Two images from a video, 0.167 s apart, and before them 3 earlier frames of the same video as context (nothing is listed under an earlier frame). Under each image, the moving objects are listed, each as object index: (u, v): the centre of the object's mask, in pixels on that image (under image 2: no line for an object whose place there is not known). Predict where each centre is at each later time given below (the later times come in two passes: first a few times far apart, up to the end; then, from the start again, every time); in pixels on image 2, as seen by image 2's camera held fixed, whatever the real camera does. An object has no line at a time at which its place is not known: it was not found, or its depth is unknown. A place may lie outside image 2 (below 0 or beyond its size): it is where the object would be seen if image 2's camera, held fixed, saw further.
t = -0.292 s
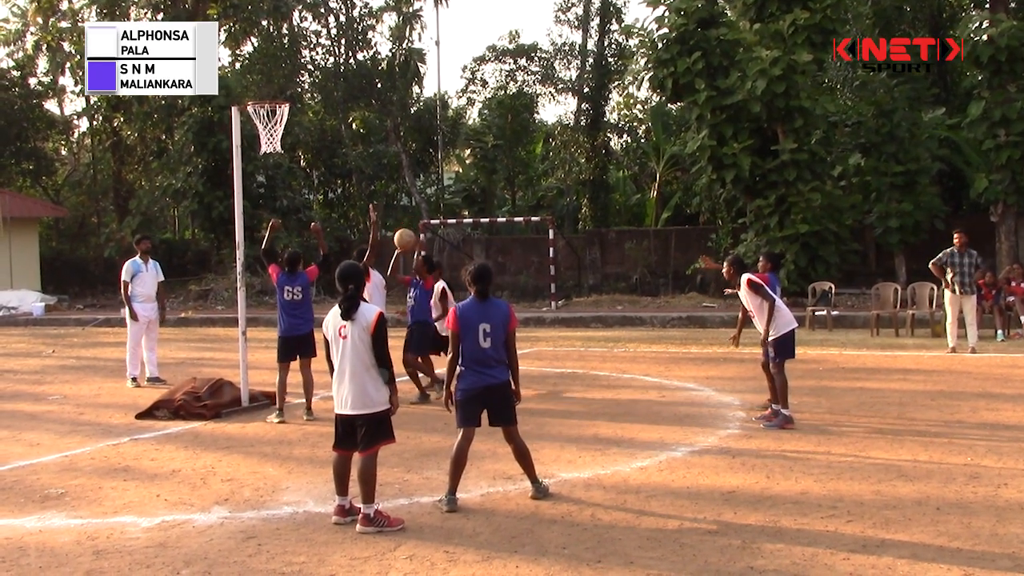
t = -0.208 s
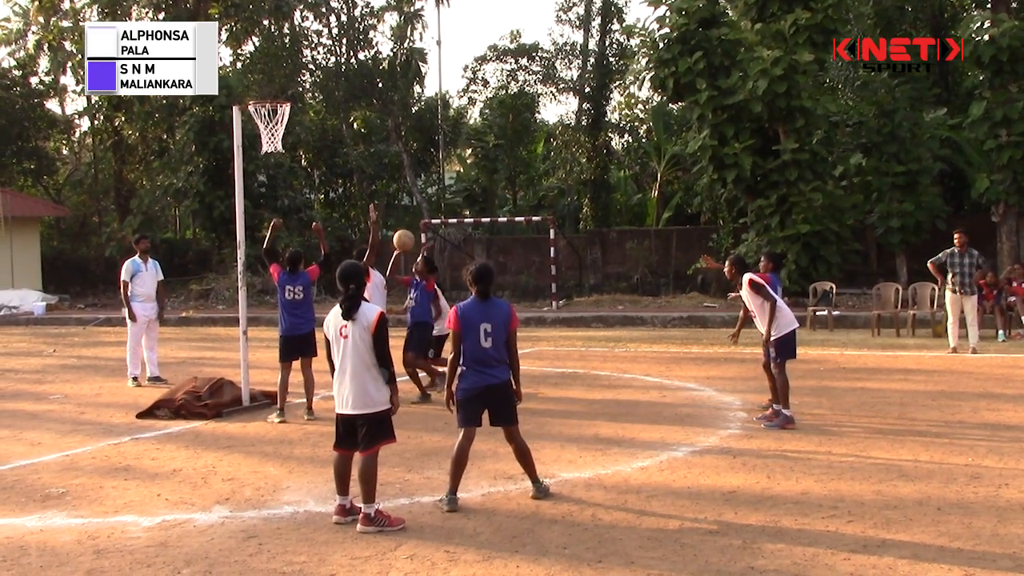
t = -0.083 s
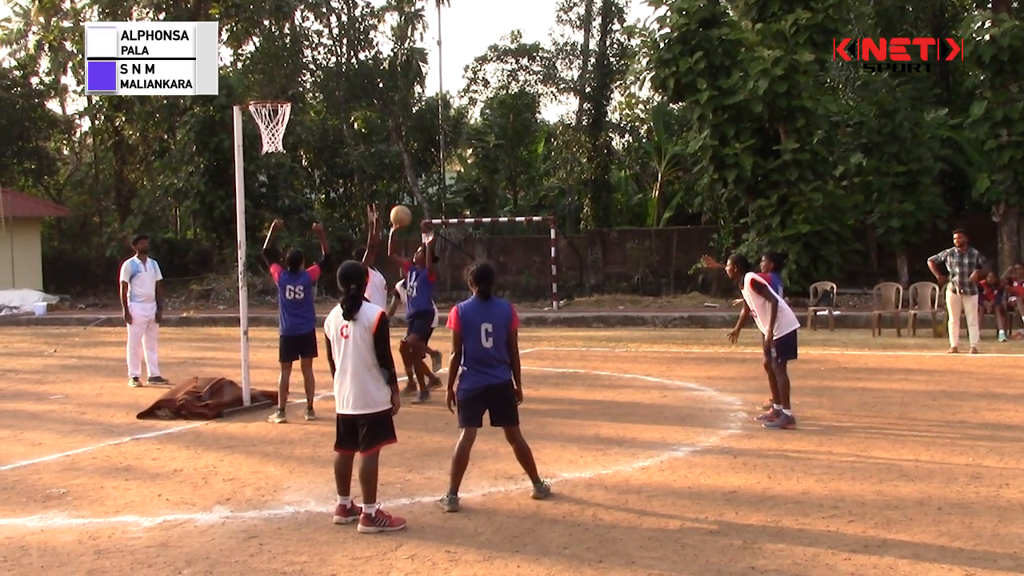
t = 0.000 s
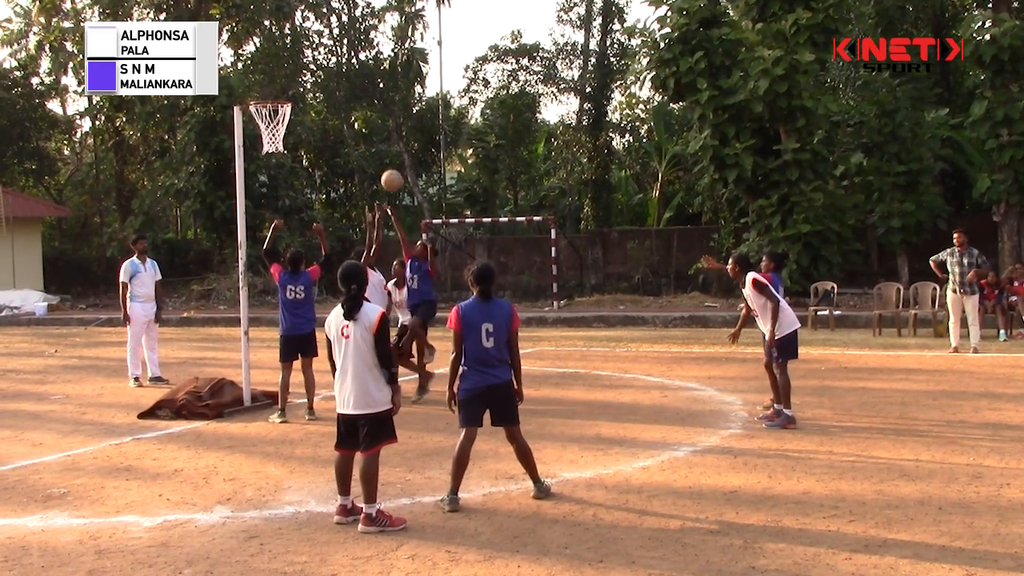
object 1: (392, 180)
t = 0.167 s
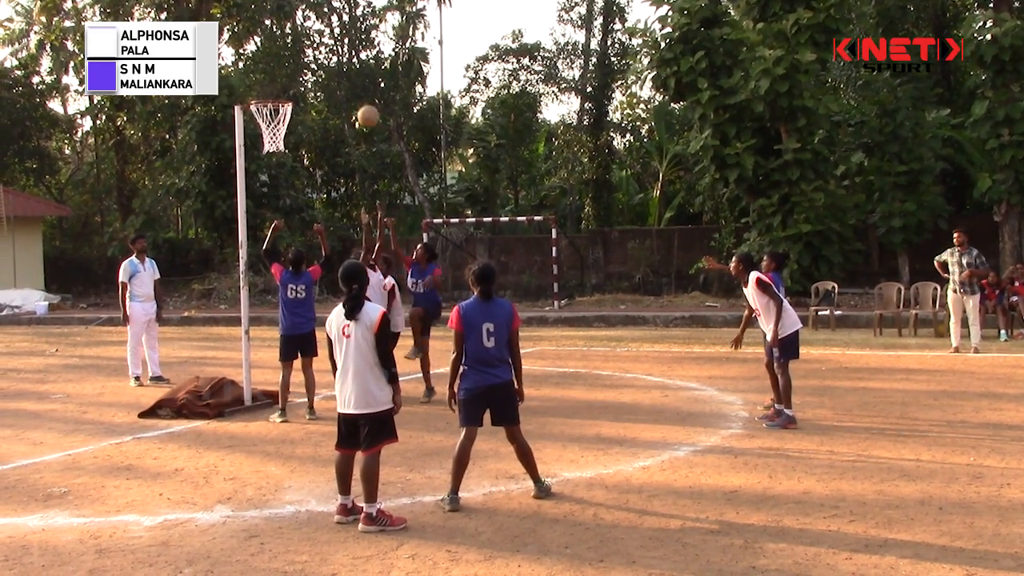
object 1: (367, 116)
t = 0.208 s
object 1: (363, 106)
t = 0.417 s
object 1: (336, 77)
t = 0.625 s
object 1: (307, 88)
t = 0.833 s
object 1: (322, 117)
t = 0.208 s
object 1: (363, 106)
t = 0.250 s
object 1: (357, 97)
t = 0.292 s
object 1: (352, 90)
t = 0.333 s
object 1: (347, 84)
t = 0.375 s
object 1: (341, 80)
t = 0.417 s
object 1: (336, 77)
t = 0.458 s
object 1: (331, 76)
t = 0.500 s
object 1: (325, 76)
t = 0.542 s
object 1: (317, 79)
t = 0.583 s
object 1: (313, 82)
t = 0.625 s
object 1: (307, 88)
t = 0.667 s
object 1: (302, 95)
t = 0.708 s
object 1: (304, 100)
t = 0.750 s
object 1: (310, 104)
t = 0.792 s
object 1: (315, 110)
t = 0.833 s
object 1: (322, 117)
